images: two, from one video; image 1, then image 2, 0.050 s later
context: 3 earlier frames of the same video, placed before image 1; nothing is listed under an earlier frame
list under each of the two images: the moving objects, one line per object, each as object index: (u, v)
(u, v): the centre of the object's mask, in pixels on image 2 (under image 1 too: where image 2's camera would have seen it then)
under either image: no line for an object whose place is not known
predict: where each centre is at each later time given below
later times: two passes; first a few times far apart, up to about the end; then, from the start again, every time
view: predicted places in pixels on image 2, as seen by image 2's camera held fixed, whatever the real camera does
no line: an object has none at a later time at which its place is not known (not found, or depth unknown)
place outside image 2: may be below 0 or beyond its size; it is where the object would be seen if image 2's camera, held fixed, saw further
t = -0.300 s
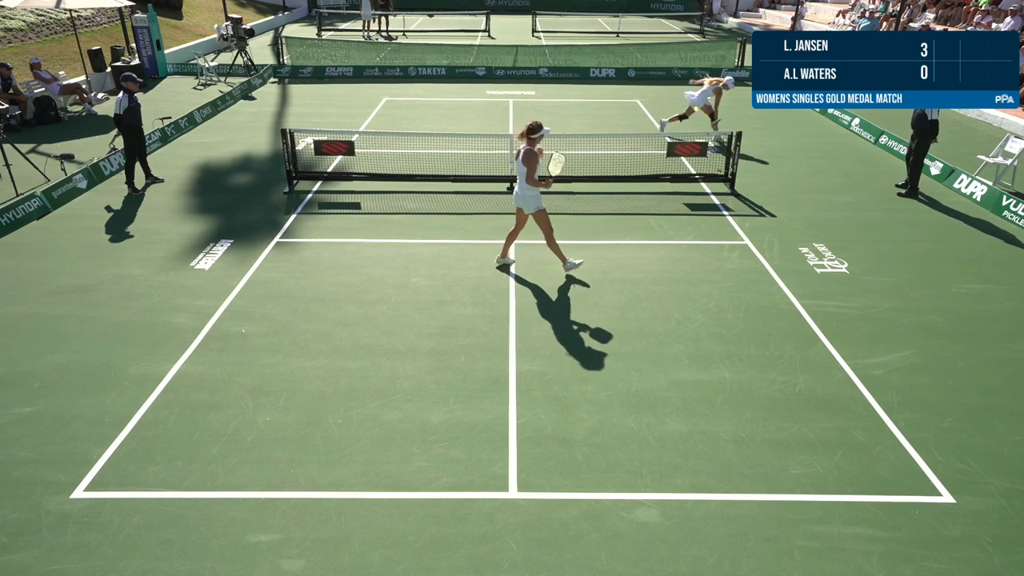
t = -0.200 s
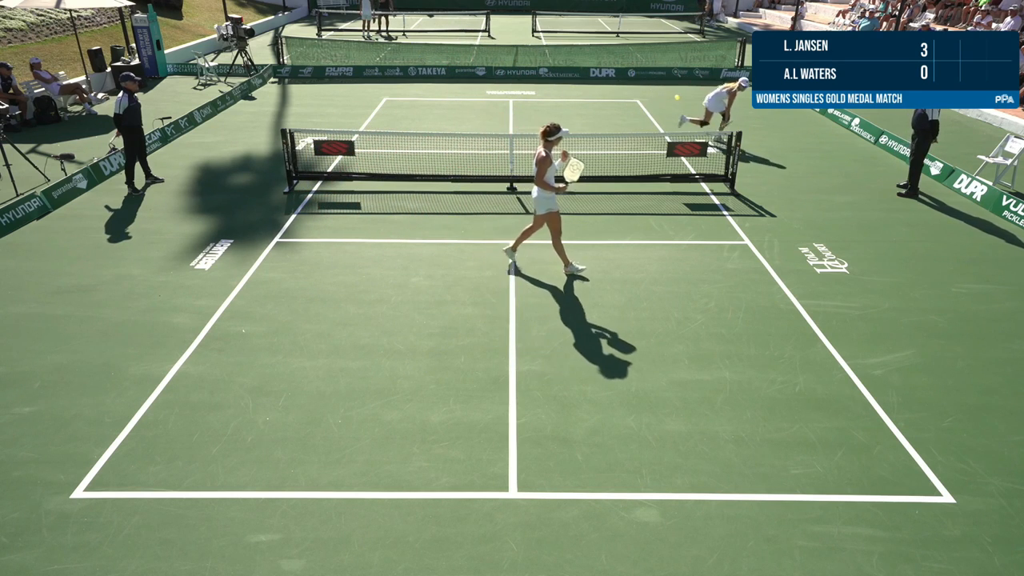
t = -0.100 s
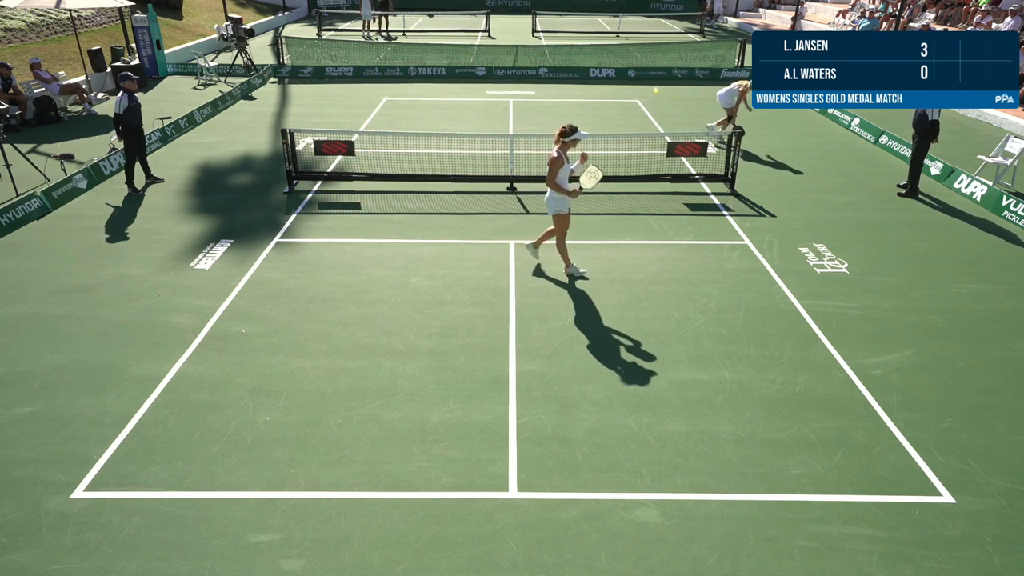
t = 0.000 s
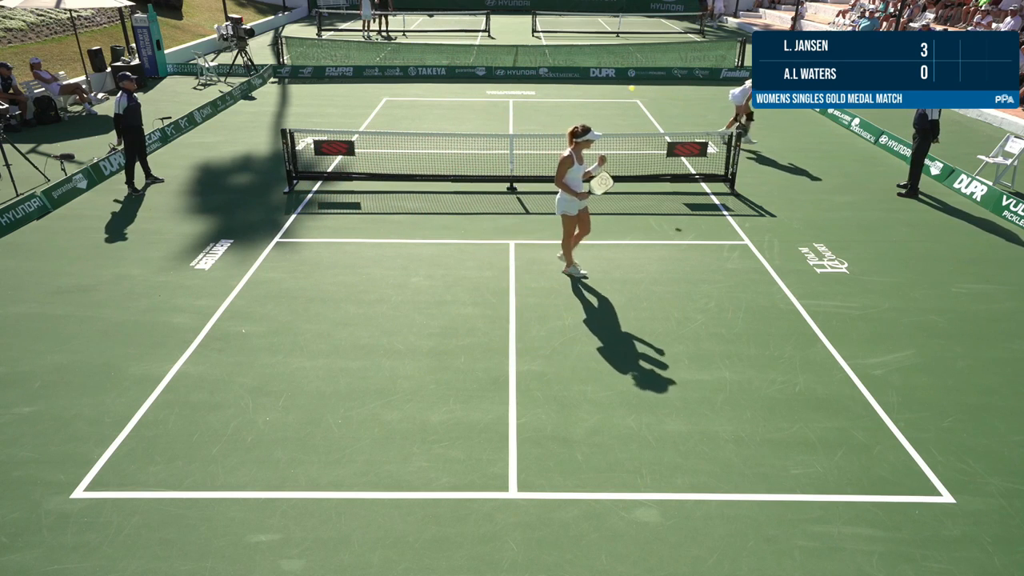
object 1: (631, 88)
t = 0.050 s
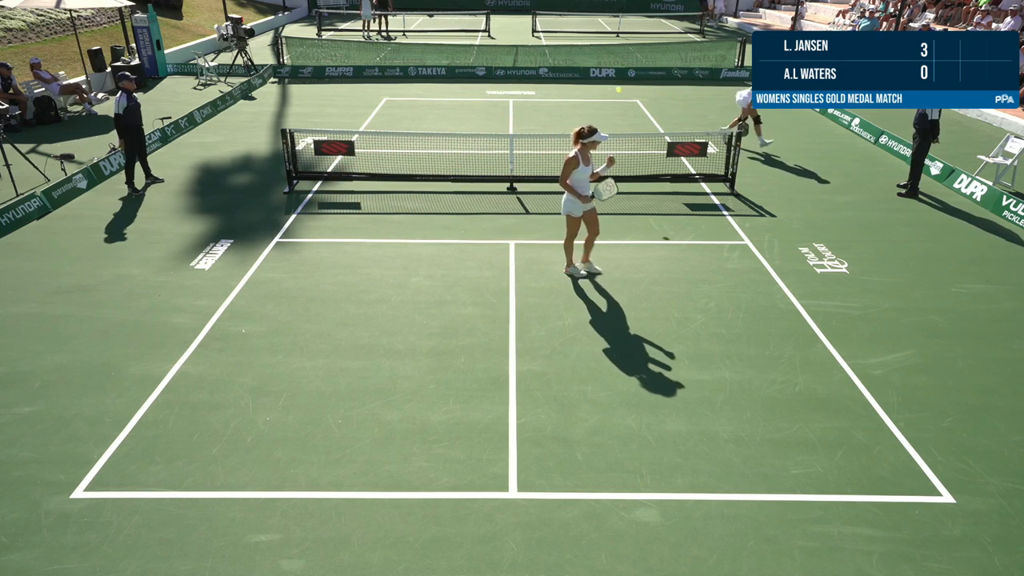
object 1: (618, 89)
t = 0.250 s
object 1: (559, 112)
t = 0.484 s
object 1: (476, 180)
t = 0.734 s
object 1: (389, 265)
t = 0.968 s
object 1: (341, 246)
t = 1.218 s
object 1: (292, 278)
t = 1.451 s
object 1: (244, 318)
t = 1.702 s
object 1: (184, 328)
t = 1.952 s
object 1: (123, 369)
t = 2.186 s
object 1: (58, 393)
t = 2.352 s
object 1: (6, 414)
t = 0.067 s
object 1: (614, 90)
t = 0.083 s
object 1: (609, 91)
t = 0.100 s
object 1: (604, 93)
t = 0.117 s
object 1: (599, 94)
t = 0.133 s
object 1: (595, 95)
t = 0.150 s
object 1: (590, 97)
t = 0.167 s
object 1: (585, 100)
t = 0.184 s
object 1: (580, 102)
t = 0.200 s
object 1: (575, 104)
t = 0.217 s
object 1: (569, 107)
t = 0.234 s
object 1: (564, 109)
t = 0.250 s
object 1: (559, 112)
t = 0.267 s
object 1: (553, 116)
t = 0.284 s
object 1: (548, 119)
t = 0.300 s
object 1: (542, 123)
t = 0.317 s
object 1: (537, 127)
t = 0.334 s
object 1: (531, 131)
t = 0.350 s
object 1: (525, 136)
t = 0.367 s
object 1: (519, 140)
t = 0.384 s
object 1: (513, 146)
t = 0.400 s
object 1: (508, 150)
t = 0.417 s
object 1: (501, 156)
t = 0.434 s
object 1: (495, 162)
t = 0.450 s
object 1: (489, 167)
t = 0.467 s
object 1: (482, 174)
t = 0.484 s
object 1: (476, 180)
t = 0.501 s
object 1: (470, 186)
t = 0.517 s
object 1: (464, 193)
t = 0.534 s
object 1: (457, 200)
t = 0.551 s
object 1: (451, 208)
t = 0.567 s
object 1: (444, 215)
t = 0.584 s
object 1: (438, 223)
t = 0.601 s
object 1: (431, 231)
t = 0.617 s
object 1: (425, 239)
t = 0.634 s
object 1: (418, 248)
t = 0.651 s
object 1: (412, 257)
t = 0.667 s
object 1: (405, 266)
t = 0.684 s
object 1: (399, 275)
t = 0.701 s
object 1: (395, 272)
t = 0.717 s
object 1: (392, 268)
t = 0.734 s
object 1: (389, 265)
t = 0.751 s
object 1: (385, 263)
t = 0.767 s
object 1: (382, 260)
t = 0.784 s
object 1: (379, 258)
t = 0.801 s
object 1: (376, 256)
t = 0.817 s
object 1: (372, 254)
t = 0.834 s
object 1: (369, 252)
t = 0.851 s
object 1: (366, 250)
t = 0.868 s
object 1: (362, 249)
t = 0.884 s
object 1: (359, 248)
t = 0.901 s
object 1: (355, 247)
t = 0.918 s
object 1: (352, 246)
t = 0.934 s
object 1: (349, 246)
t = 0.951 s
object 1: (345, 246)
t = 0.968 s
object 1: (341, 246)
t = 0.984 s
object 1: (338, 246)
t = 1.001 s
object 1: (335, 247)
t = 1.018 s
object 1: (331, 248)
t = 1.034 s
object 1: (328, 249)
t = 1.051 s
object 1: (325, 250)
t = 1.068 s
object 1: (321, 251)
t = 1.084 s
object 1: (318, 254)
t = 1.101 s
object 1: (315, 256)
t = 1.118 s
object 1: (311, 258)
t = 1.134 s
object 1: (308, 261)
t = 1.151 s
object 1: (305, 264)
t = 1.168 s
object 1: (301, 267)
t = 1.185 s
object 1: (298, 270)
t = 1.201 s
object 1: (295, 274)
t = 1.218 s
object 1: (292, 278)
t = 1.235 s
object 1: (289, 282)
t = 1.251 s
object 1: (285, 286)
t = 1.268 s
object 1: (282, 291)
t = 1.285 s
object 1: (279, 296)
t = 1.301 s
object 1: (276, 301)
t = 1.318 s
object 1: (273, 306)
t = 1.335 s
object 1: (270, 312)
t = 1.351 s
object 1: (267, 318)
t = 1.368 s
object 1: (265, 325)
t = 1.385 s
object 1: (261, 326)
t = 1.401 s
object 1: (256, 324)
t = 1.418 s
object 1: (252, 322)
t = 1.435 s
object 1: (248, 320)
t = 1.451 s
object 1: (244, 318)
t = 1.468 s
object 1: (240, 318)
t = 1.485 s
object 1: (236, 317)
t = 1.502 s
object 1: (231, 316)
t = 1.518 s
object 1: (228, 315)
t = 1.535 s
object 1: (224, 315)
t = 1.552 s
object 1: (220, 316)
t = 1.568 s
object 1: (215, 316)
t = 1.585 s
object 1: (211, 316)
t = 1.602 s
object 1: (207, 317)
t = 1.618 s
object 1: (203, 318)
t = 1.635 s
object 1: (199, 320)
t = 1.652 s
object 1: (195, 322)
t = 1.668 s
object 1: (191, 324)
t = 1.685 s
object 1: (187, 326)
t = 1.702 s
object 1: (184, 328)
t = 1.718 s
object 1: (179, 331)
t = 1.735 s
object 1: (176, 334)
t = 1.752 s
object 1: (172, 337)
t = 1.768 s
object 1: (168, 341)
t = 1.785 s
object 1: (164, 345)
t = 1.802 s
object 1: (161, 349)
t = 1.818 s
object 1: (157, 353)
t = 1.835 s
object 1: (154, 358)
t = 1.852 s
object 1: (150, 364)
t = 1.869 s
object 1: (147, 369)
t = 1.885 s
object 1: (143, 373)
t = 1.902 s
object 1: (138, 372)
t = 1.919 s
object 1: (133, 370)
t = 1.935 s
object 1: (128, 370)
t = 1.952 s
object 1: (123, 369)
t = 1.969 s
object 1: (118, 369)
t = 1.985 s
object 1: (113, 369)
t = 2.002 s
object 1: (108, 369)
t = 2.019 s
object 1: (104, 370)
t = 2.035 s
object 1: (99, 371)
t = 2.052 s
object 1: (94, 372)
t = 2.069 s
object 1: (89, 374)
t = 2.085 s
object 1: (84, 375)
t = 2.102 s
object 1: (80, 377)
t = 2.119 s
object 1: (75, 380)
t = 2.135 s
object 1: (71, 383)
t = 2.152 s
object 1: (66, 386)
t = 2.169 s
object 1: (62, 389)
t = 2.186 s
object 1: (58, 393)
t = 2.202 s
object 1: (53, 397)
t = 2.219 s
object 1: (49, 401)
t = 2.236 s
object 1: (45, 405)
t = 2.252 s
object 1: (41, 410)
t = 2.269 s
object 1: (35, 411)
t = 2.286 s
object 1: (29, 410)
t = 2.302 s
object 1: (23, 411)
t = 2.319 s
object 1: (18, 411)
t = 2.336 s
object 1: (12, 412)
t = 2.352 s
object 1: (6, 414)
